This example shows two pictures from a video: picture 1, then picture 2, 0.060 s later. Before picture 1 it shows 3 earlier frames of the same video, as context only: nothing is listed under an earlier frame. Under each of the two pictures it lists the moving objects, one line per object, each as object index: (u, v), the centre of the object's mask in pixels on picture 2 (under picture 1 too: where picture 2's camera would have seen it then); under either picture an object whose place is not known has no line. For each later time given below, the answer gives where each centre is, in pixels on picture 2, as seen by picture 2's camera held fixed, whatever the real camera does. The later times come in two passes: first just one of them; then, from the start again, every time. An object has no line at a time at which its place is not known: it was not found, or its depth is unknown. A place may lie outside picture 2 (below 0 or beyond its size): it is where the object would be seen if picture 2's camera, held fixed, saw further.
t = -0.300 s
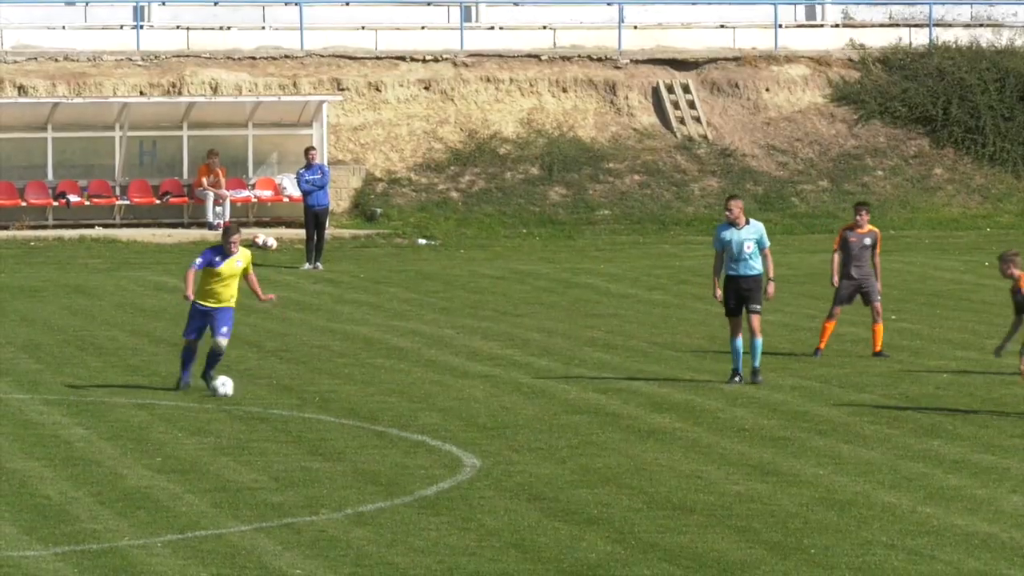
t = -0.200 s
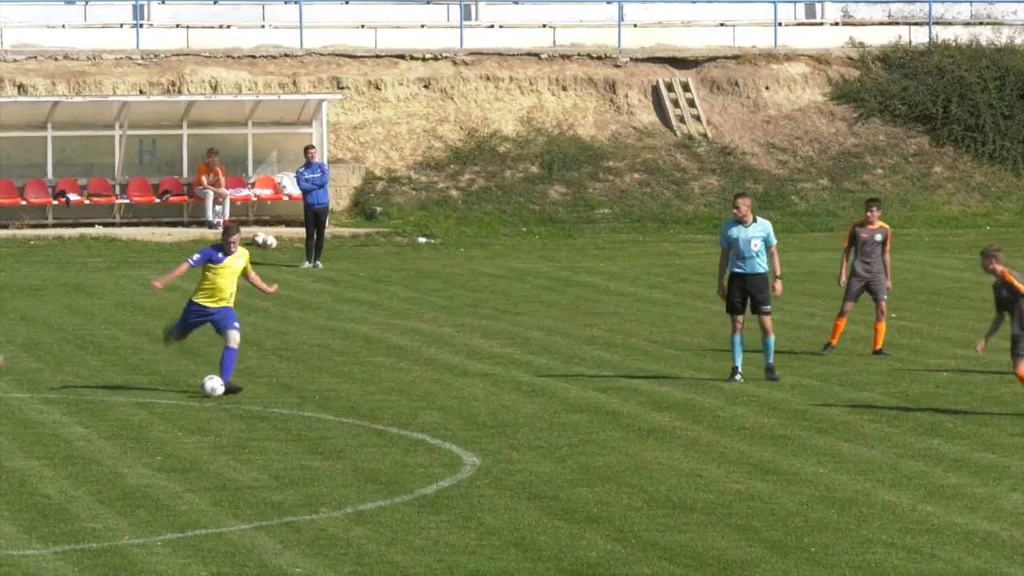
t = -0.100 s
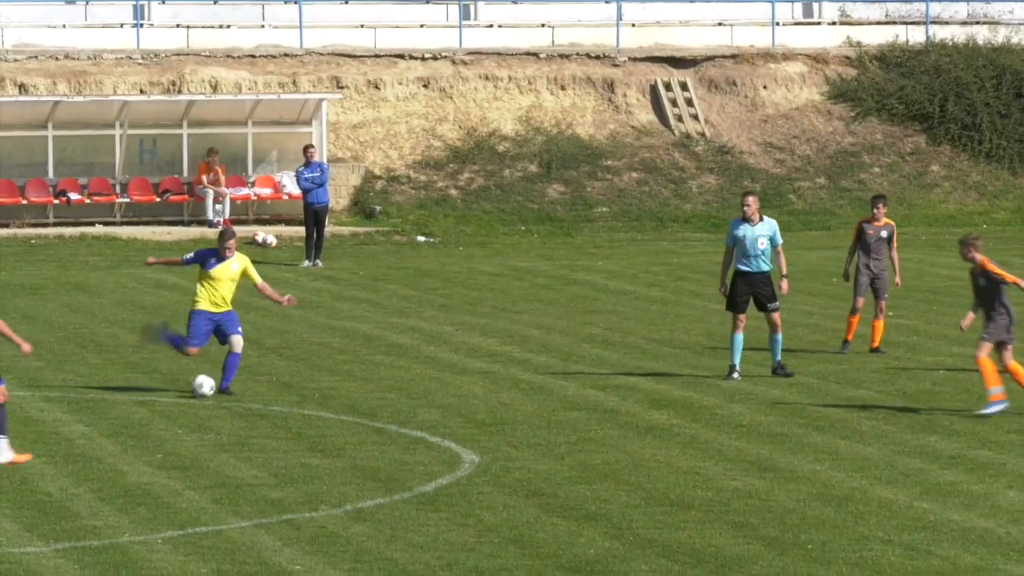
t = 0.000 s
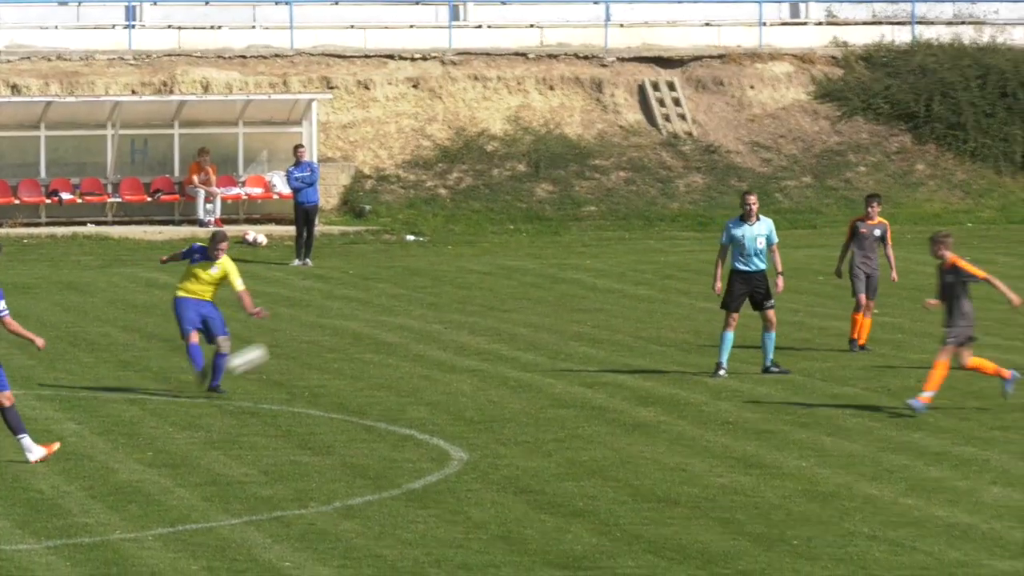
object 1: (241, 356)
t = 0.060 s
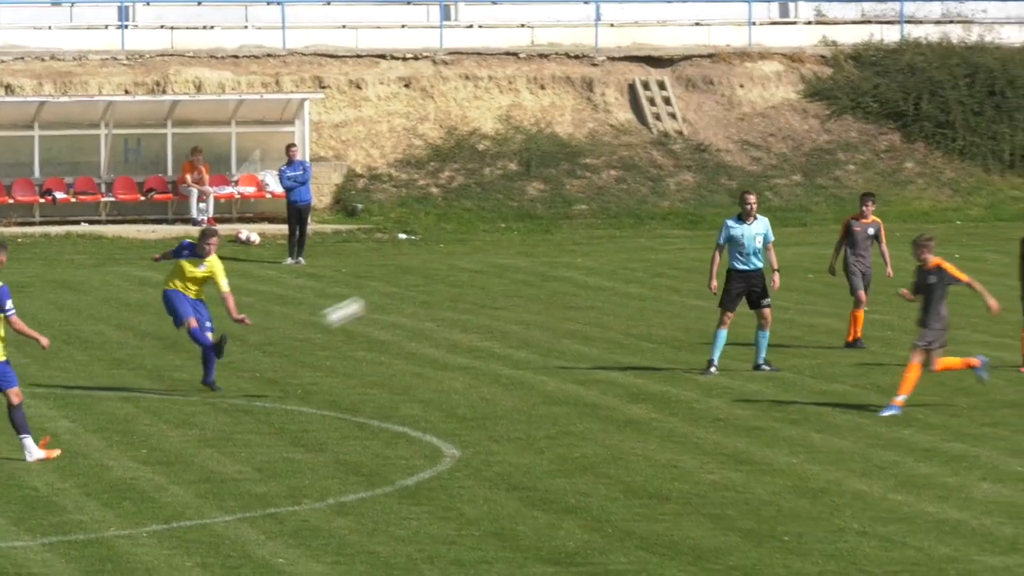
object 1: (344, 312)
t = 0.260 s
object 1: (696, 185)
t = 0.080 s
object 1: (378, 297)
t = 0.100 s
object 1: (414, 283)
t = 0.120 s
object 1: (449, 270)
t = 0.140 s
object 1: (484, 258)
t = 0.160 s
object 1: (520, 244)
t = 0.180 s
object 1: (555, 232)
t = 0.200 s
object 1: (590, 219)
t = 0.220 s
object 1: (625, 208)
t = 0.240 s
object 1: (661, 197)
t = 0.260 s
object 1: (696, 185)
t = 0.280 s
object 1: (732, 174)
